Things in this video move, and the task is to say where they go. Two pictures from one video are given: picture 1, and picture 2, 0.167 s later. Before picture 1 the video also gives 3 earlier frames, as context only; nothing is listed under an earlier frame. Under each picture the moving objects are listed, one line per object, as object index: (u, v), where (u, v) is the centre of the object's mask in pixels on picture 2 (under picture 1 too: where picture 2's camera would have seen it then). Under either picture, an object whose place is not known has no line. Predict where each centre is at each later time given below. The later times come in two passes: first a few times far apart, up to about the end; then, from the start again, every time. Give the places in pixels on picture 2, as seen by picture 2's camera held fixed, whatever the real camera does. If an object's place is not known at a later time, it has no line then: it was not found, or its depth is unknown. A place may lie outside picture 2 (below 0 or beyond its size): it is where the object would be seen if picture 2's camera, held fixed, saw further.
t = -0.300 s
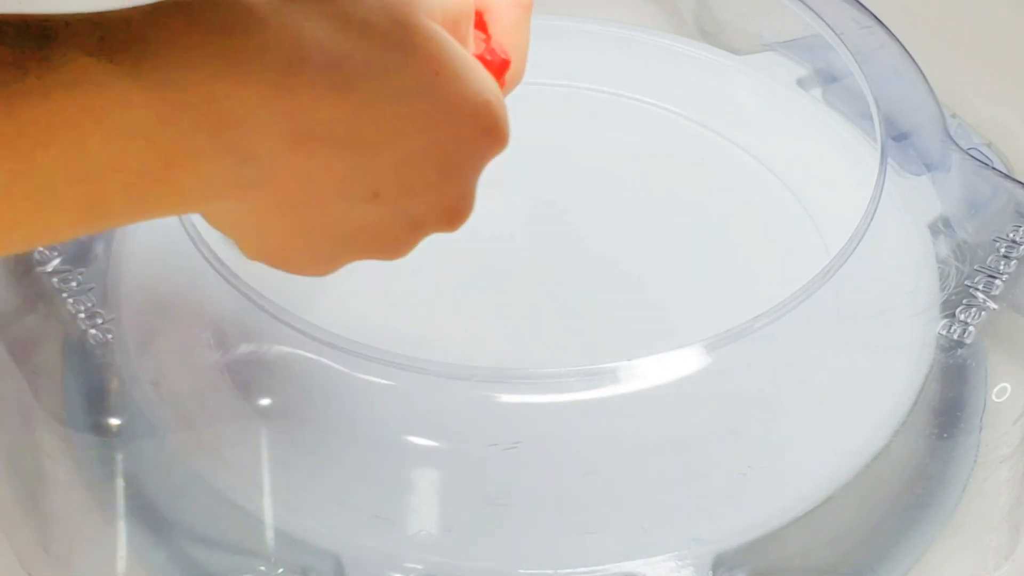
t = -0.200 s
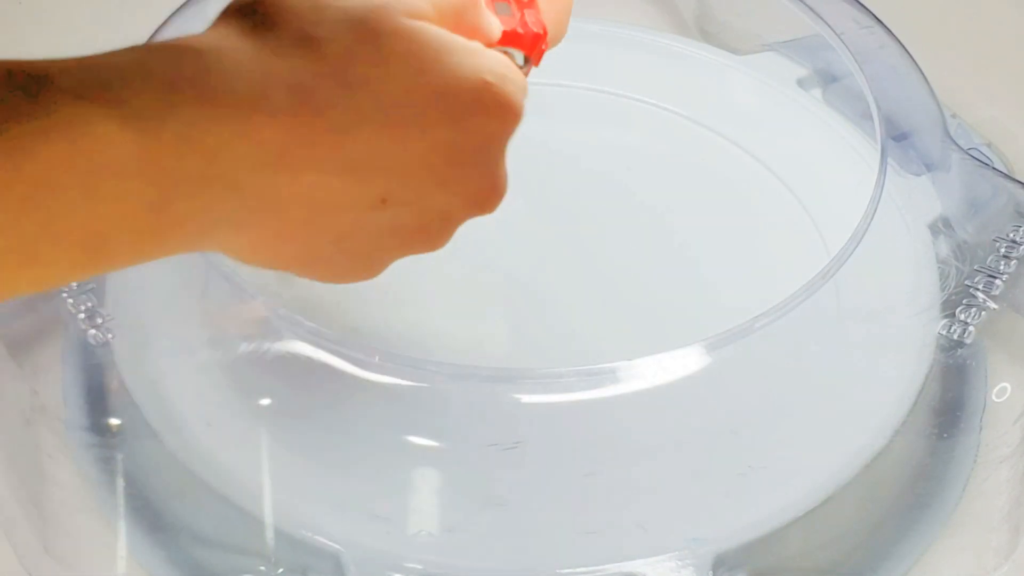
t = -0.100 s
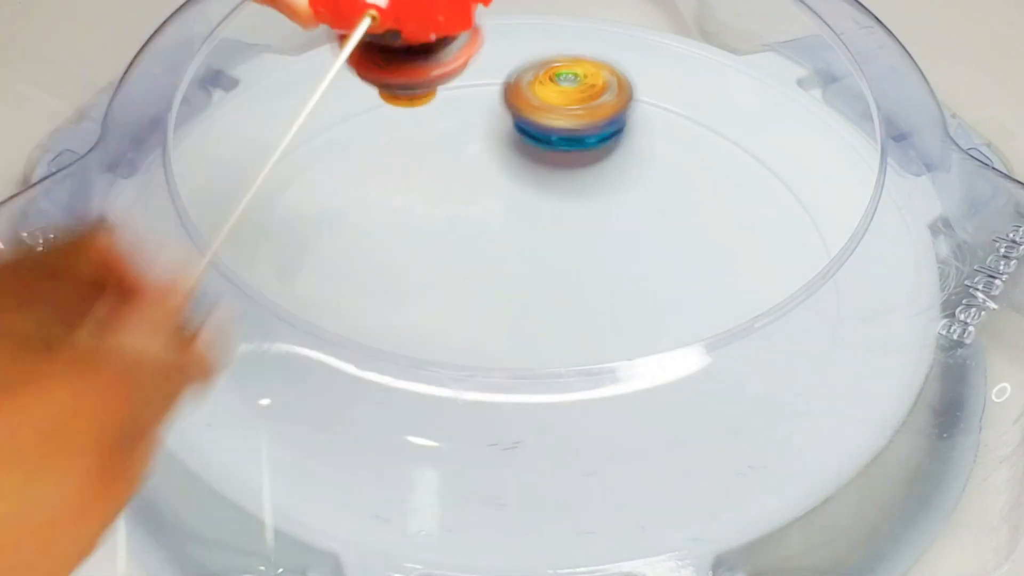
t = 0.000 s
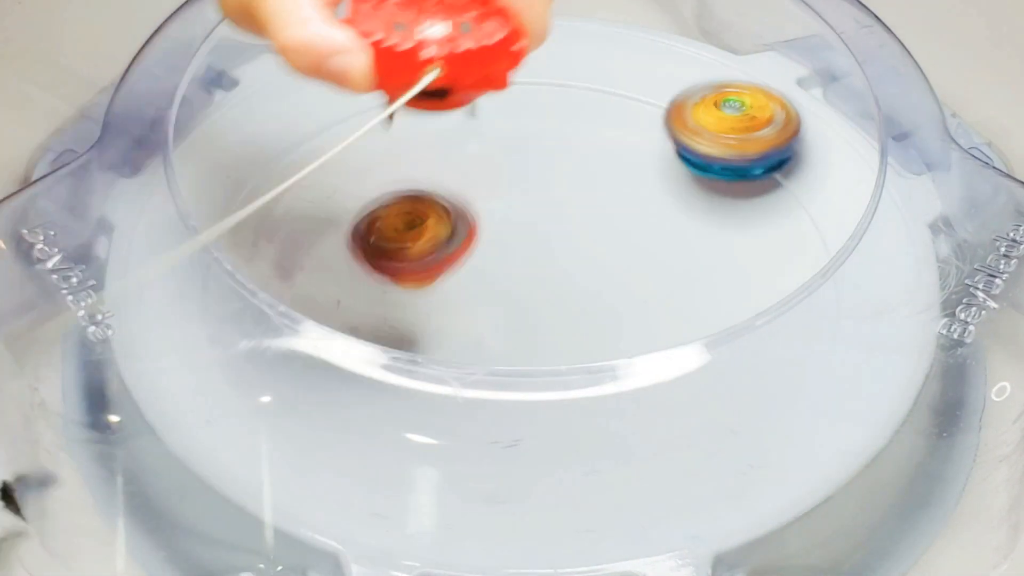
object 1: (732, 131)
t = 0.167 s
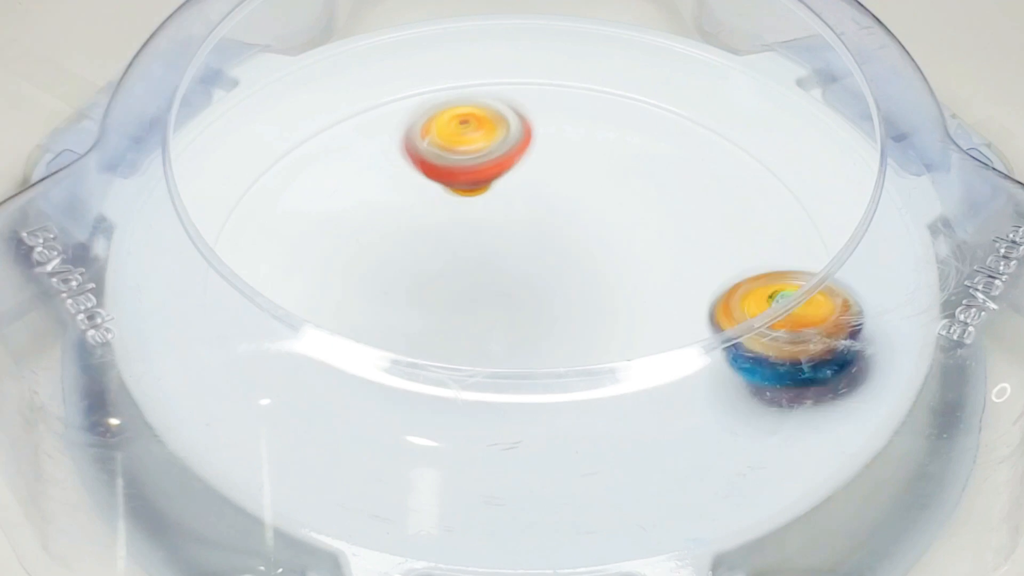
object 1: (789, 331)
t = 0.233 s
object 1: (731, 410)
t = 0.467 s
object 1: (323, 411)
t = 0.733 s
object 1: (346, 138)
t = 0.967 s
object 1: (718, 151)
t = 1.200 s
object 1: (685, 437)
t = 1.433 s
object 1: (243, 319)
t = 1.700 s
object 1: (457, 64)
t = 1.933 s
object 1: (805, 208)
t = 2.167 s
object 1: (445, 450)
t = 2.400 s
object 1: (276, 137)
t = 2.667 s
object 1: (634, 49)
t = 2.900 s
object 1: (557, 455)
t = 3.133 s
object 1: (377, 433)
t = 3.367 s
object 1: (416, 213)
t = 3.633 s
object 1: (523, 78)
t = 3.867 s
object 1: (528, 109)
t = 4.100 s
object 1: (533, 150)
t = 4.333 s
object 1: (549, 356)
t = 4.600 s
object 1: (497, 421)
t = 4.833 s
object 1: (458, 299)
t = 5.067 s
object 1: (495, 203)
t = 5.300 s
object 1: (564, 189)
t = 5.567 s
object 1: (607, 189)
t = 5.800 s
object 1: (622, 238)
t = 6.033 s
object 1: (583, 298)
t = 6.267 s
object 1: (737, 161)
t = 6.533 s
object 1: (635, 210)
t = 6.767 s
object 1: (446, 313)
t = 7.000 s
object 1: (366, 327)
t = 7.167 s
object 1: (410, 297)
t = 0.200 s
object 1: (776, 377)
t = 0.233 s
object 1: (731, 410)
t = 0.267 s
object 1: (671, 436)
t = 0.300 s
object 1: (608, 452)
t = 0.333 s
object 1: (544, 459)
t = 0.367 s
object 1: (484, 457)
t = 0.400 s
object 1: (420, 446)
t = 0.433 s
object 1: (369, 431)
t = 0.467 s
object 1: (323, 411)
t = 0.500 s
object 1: (285, 383)
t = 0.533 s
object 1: (265, 345)
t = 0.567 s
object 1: (252, 310)
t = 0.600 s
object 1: (258, 270)
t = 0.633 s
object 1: (270, 234)
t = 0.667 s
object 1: (284, 200)
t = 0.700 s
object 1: (312, 167)
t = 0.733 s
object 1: (346, 138)
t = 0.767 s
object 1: (390, 115)
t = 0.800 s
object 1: (441, 100)
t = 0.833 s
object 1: (498, 93)
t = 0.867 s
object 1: (556, 94)
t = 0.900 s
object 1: (615, 102)
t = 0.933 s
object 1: (669, 121)
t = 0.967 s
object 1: (718, 151)
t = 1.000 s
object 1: (759, 185)
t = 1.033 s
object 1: (790, 220)
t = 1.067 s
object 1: (824, 260)
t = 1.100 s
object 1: (816, 305)
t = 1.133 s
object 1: (791, 360)
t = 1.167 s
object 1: (743, 402)
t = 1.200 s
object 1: (685, 437)
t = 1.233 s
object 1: (613, 457)
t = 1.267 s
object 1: (532, 461)
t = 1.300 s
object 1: (452, 453)
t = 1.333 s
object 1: (378, 434)
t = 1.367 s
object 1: (320, 409)
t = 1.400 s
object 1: (267, 370)
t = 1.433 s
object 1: (243, 319)
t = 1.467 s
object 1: (235, 276)
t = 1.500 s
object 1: (237, 233)
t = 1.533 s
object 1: (249, 194)
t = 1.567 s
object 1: (274, 159)
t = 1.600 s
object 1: (310, 126)
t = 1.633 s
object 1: (353, 99)
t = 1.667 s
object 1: (401, 77)
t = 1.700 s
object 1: (457, 64)
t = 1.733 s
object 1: (515, 60)
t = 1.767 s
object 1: (576, 61)
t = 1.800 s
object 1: (635, 74)
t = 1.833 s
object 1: (694, 95)
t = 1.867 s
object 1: (746, 125)
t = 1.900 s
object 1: (785, 164)
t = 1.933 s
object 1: (805, 208)
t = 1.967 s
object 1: (824, 263)
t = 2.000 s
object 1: (812, 324)
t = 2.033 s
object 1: (777, 379)
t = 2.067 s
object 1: (714, 422)
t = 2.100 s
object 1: (628, 451)
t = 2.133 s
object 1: (535, 458)
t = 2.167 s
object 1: (445, 450)
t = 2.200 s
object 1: (355, 430)
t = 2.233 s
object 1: (286, 392)
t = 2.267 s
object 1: (242, 341)
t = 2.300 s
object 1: (228, 288)
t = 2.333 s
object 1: (226, 234)
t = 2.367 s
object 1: (243, 184)
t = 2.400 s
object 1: (276, 137)
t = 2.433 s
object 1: (320, 99)
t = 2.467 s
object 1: (369, 64)
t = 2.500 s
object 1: (424, 37)
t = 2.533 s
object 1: (485, 26)
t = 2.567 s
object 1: (544, 20)
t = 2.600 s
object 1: (599, 16)
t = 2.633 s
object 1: (641, 23)
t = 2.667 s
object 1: (634, 49)
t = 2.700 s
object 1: (631, 103)
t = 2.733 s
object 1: (625, 167)
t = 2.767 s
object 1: (616, 227)
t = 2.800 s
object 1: (605, 289)
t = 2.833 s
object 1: (590, 346)
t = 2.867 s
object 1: (573, 404)
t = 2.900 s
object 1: (557, 455)
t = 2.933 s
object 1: (529, 467)
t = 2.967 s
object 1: (502, 474)
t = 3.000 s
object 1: (470, 494)
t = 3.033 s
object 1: (442, 482)
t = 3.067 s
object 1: (418, 467)
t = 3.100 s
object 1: (398, 453)
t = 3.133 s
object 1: (377, 433)
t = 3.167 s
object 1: (365, 417)
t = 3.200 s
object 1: (362, 381)
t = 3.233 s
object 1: (367, 335)
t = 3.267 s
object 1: (375, 303)
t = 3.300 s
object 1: (383, 276)
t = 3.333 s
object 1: (398, 244)
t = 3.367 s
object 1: (416, 213)
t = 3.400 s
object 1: (441, 184)
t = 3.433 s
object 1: (468, 160)
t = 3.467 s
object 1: (497, 138)
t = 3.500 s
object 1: (514, 115)
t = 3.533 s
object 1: (516, 93)
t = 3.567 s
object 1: (519, 78)
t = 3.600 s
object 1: (521, 74)
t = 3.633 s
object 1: (523, 78)
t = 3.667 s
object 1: (525, 94)
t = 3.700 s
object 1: (527, 114)
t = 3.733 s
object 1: (531, 142)
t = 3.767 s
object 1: (536, 173)
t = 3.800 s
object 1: (538, 178)
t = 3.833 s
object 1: (532, 141)
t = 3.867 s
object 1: (528, 109)
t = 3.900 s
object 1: (524, 82)
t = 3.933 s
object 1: (522, 63)
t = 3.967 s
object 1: (522, 60)
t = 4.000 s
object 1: (523, 75)
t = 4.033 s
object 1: (525, 96)
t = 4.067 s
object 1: (528, 121)
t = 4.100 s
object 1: (533, 150)
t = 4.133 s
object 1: (537, 182)
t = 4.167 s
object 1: (540, 215)
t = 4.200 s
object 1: (542, 248)
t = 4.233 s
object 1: (545, 281)
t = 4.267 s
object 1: (547, 311)
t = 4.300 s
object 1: (547, 326)
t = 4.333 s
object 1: (549, 356)
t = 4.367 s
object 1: (548, 386)
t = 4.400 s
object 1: (547, 403)
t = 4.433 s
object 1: (545, 417)
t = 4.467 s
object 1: (539, 425)
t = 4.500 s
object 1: (531, 428)
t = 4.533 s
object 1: (521, 431)
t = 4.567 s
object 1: (509, 432)
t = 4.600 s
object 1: (497, 421)
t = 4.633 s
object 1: (486, 406)
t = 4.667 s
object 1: (476, 393)
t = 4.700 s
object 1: (470, 375)
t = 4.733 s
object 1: (462, 359)
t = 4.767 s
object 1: (460, 336)
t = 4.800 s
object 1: (458, 315)
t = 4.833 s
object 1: (458, 299)
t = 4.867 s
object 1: (459, 281)
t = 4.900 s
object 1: (463, 262)
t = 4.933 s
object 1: (466, 245)
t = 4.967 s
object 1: (471, 233)
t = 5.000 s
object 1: (478, 220)
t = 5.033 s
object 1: (485, 211)
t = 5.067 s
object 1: (495, 203)
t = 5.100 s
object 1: (504, 199)
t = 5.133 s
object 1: (515, 199)
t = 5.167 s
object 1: (524, 203)
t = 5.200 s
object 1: (534, 207)
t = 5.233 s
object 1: (543, 212)
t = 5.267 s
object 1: (553, 201)
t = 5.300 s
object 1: (564, 189)
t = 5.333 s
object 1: (571, 181)
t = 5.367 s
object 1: (580, 174)
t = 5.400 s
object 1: (588, 171)
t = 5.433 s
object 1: (594, 170)
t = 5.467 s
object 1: (601, 171)
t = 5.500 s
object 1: (605, 174)
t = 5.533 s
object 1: (607, 180)
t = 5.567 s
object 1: (607, 189)
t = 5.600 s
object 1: (606, 199)
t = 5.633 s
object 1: (602, 211)
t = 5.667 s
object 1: (597, 223)
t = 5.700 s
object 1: (601, 227)
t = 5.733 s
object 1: (612, 229)
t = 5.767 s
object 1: (618, 234)
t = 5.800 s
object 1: (622, 238)
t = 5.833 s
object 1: (623, 245)
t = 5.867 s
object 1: (621, 253)
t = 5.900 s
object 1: (618, 262)
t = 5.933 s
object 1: (612, 271)
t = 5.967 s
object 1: (604, 280)
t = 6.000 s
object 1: (594, 290)
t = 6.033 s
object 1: (583, 298)
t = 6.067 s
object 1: (575, 302)
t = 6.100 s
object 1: (607, 277)
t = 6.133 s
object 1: (646, 252)
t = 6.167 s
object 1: (679, 225)
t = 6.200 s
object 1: (705, 199)
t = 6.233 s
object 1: (725, 178)
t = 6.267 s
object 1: (737, 161)
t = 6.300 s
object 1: (744, 149)
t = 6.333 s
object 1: (743, 144)
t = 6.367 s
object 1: (736, 145)
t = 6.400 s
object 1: (723, 152)
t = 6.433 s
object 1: (706, 164)
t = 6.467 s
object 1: (686, 177)
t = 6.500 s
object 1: (662, 193)
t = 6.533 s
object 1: (635, 210)
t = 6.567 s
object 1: (607, 227)
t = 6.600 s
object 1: (578, 245)
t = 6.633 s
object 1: (550, 263)
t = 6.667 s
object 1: (521, 280)
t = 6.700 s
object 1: (494, 295)
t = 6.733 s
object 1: (468, 307)
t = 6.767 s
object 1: (446, 313)
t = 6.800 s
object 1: (427, 317)
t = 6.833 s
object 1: (411, 319)
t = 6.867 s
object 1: (394, 332)
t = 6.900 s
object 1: (381, 338)
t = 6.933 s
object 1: (372, 338)
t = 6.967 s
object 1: (368, 333)
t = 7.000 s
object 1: (366, 327)
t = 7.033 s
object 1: (373, 309)
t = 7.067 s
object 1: (377, 306)
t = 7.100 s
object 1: (385, 303)
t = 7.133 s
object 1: (397, 300)
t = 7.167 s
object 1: (410, 297)
